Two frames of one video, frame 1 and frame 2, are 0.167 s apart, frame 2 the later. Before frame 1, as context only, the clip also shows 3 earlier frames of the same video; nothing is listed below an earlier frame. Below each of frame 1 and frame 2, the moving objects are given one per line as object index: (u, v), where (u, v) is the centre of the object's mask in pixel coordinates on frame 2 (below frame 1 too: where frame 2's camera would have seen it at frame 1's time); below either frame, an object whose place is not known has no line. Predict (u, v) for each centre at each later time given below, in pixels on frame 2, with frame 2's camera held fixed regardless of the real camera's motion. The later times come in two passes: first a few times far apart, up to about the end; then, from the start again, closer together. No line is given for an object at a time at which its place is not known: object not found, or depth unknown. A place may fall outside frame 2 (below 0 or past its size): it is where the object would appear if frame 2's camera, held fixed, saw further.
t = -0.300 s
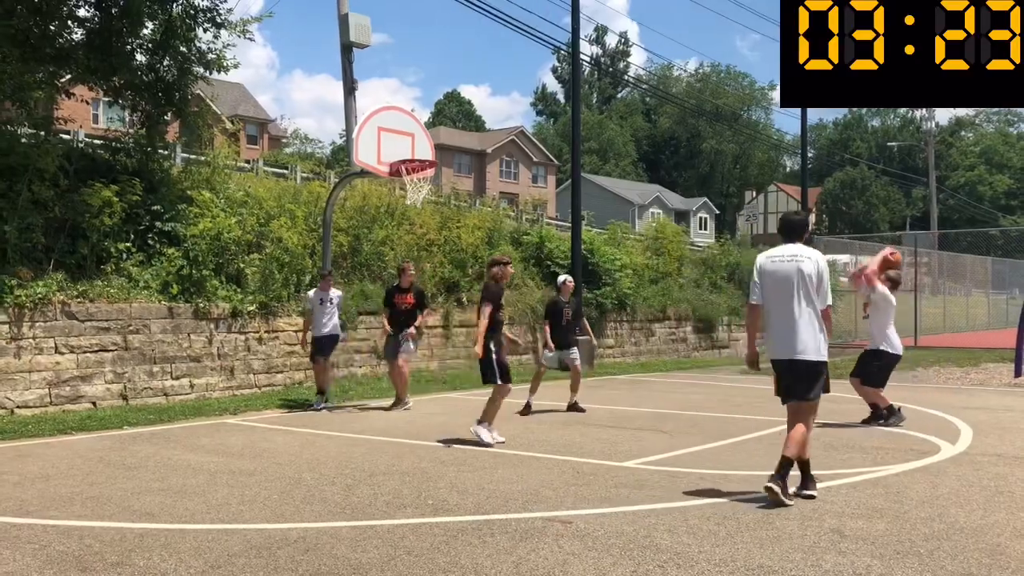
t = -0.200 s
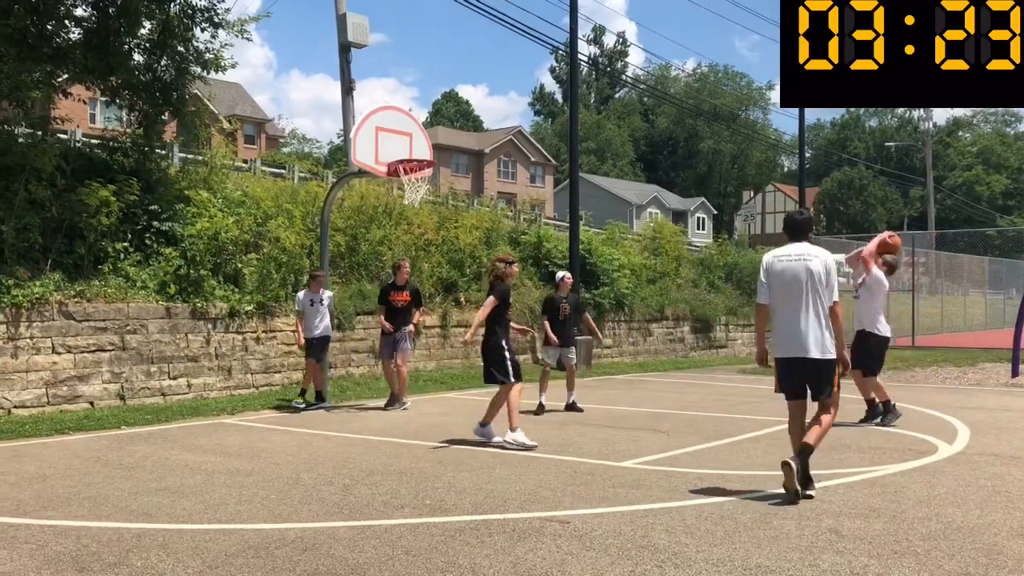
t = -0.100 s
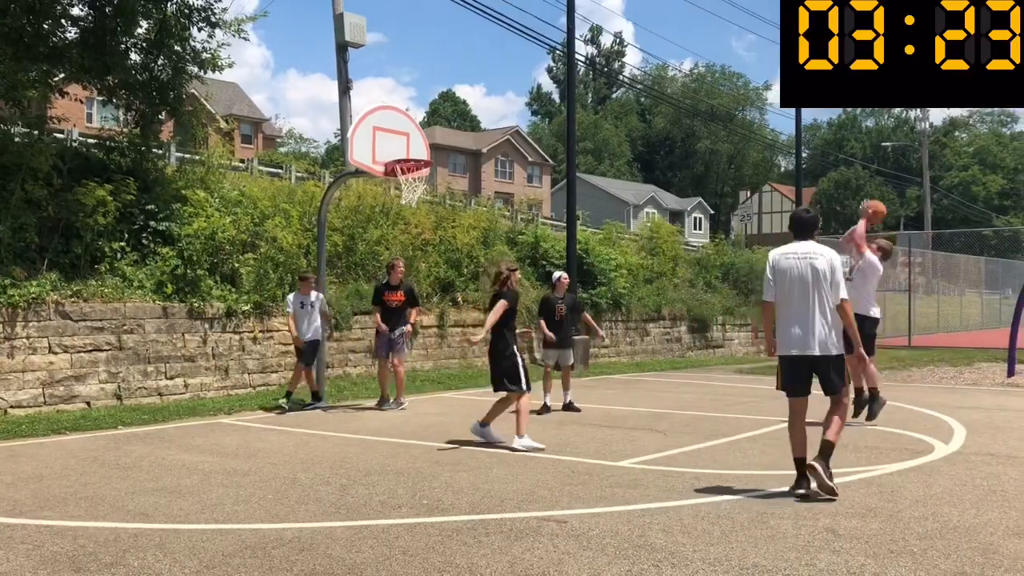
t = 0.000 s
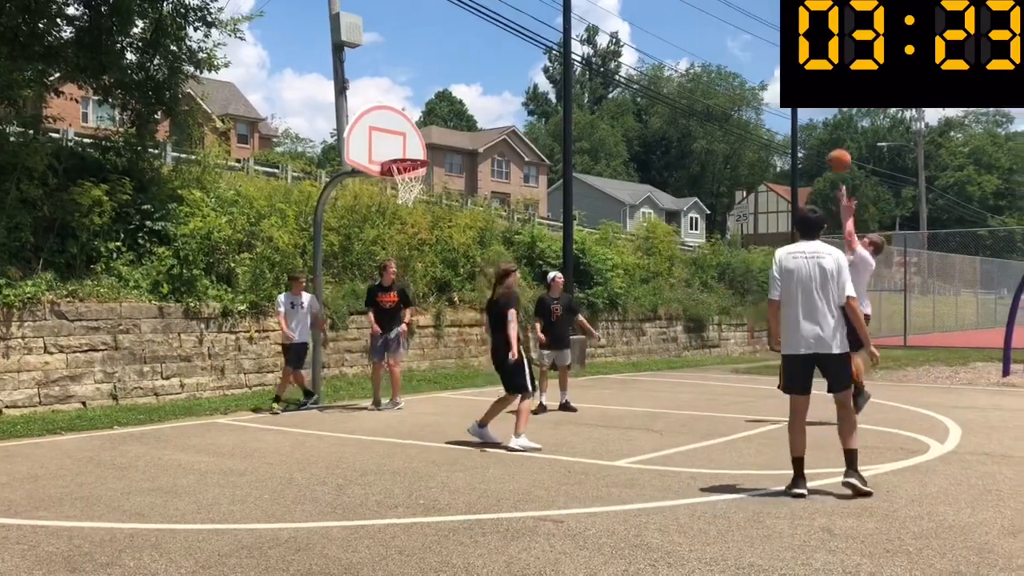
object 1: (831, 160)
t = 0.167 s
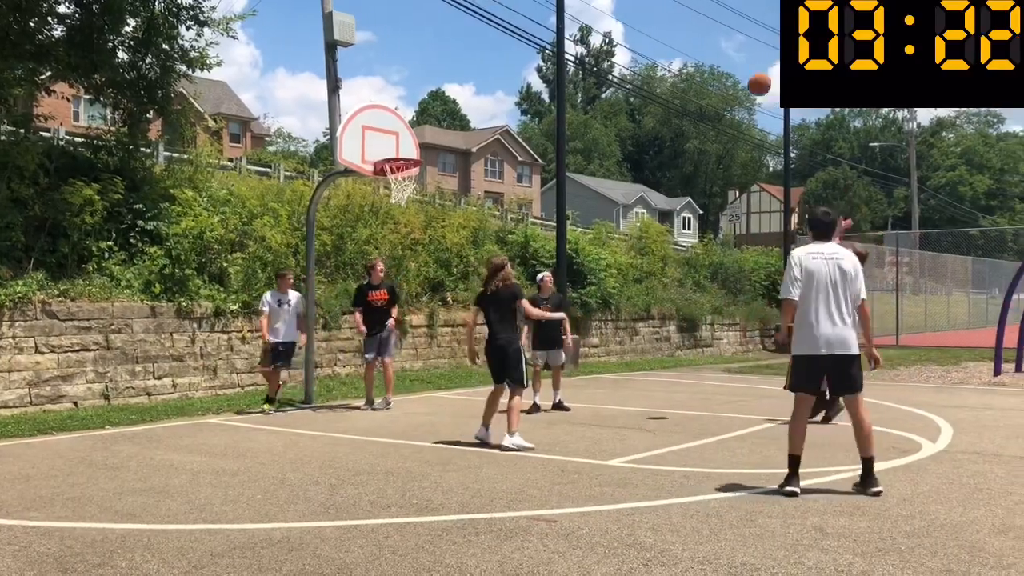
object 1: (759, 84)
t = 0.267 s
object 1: (719, 52)
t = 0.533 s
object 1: (615, 14)
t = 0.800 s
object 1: (520, 40)
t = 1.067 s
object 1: (433, 122)
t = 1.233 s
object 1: (400, 117)
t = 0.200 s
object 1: (746, 72)
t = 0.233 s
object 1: (732, 61)
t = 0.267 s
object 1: (719, 52)
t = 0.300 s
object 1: (705, 44)
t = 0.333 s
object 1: (692, 36)
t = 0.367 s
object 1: (679, 30)
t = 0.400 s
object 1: (666, 25)
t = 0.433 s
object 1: (653, 21)
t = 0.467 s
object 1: (641, 17)
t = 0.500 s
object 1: (628, 15)
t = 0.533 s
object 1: (615, 14)
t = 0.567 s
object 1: (604, 14)
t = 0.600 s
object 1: (592, 15)
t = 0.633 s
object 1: (579, 16)
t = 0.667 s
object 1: (569, 19)
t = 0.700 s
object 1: (555, 23)
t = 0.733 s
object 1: (544, 28)
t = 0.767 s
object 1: (532, 34)
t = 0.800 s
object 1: (520, 40)
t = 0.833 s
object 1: (509, 48)
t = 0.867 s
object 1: (498, 56)
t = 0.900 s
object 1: (487, 65)
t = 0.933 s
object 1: (476, 75)
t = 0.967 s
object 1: (465, 85)
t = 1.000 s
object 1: (454, 97)
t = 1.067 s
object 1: (433, 122)
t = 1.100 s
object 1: (422, 136)
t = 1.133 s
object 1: (413, 150)
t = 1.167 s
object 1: (408, 139)
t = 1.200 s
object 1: (404, 128)
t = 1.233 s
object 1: (400, 117)
